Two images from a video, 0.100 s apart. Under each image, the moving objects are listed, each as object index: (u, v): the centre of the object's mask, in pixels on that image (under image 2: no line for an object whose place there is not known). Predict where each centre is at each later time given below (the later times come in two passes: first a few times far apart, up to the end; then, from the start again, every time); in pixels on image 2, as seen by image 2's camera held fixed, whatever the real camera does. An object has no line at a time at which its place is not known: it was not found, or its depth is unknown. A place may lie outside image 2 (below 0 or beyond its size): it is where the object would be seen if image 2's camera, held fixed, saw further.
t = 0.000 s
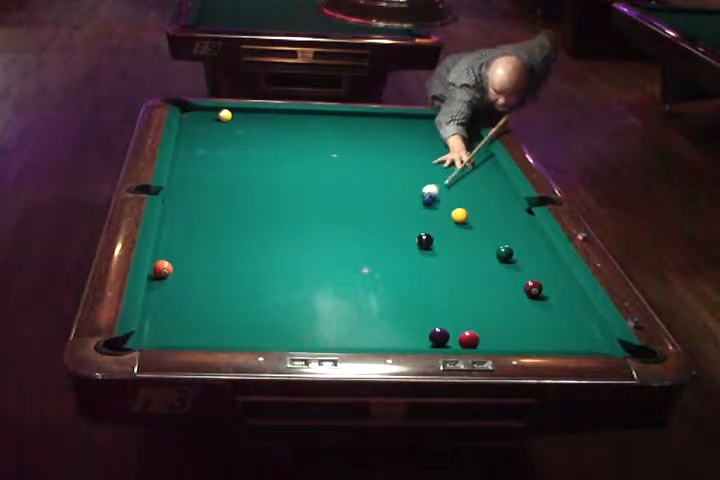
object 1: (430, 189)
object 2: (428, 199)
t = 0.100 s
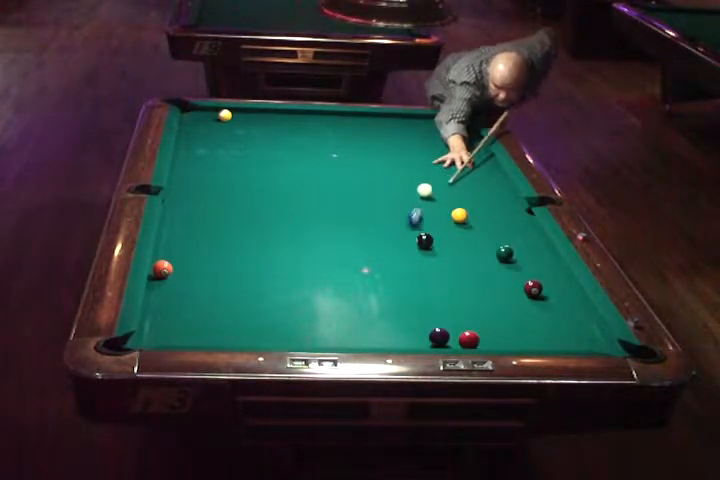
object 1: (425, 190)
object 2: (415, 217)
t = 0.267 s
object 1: (419, 187)
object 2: (393, 249)
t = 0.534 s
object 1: (411, 181)
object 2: (355, 306)
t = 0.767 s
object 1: (405, 178)
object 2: (313, 333)
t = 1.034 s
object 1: (398, 174)
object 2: (270, 292)
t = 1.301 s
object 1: (393, 170)
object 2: (234, 257)
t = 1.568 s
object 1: (388, 167)
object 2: (203, 228)
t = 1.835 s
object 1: (384, 165)
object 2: (177, 202)
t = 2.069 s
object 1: (382, 163)
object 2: (174, 196)
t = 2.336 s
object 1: (379, 161)
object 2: (194, 207)
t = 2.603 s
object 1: (376, 160)
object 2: (213, 217)
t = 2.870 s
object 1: (375, 159)
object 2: (232, 227)
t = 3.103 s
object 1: (374, 159)
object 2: (248, 235)
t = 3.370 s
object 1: (374, 159)
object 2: (268, 245)
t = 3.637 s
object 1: (374, 158)
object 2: (286, 255)
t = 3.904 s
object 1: (374, 158)
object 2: (304, 264)
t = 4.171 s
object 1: (374, 158)
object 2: (321, 272)
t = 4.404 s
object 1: (374, 158)
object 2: (335, 280)
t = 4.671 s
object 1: (373, 158)
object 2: (350, 287)
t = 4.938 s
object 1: (373, 158)
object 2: (365, 295)
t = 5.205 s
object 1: (373, 158)
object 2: (379, 302)
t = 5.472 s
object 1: (373, 158)
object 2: (391, 308)
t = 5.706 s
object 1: (374, 158)
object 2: (401, 313)
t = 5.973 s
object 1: (373, 158)
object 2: (412, 317)
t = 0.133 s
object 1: (423, 189)
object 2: (409, 224)
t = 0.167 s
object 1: (422, 189)
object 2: (406, 231)
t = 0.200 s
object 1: (421, 188)
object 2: (401, 237)
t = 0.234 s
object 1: (420, 187)
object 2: (397, 242)
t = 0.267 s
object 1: (419, 187)
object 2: (393, 249)
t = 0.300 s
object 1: (418, 186)
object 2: (389, 255)
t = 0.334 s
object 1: (417, 185)
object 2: (384, 262)
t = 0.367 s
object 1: (416, 185)
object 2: (380, 269)
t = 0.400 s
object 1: (415, 184)
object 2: (375, 276)
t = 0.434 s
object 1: (414, 184)
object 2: (370, 282)
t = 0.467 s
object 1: (413, 183)
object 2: (365, 289)
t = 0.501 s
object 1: (412, 182)
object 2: (360, 298)
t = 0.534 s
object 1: (411, 181)
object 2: (355, 306)
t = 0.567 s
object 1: (410, 181)
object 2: (349, 314)
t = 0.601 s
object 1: (409, 180)
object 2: (343, 323)
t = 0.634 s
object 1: (408, 180)
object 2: (338, 332)
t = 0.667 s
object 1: (407, 179)
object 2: (332, 337)
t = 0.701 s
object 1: (406, 179)
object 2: (325, 340)
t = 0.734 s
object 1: (406, 178)
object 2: (319, 338)
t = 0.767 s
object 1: (405, 178)
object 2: (313, 333)
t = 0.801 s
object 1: (404, 177)
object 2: (307, 328)
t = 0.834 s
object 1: (403, 176)
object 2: (301, 323)
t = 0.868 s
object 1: (402, 176)
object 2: (296, 317)
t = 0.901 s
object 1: (401, 175)
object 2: (291, 312)
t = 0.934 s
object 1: (400, 175)
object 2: (285, 307)
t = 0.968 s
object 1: (400, 174)
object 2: (280, 302)
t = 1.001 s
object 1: (399, 174)
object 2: (275, 297)
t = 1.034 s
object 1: (398, 174)
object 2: (270, 292)
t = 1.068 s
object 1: (398, 173)
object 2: (265, 288)
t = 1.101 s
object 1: (397, 173)
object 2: (261, 283)
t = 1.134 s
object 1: (396, 172)
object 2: (256, 279)
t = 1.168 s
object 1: (395, 172)
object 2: (252, 274)
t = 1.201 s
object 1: (395, 171)
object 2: (247, 270)
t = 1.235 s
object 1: (394, 171)
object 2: (243, 266)
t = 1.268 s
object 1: (393, 170)
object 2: (238, 262)
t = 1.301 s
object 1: (393, 170)
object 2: (234, 257)
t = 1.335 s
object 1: (392, 170)
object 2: (230, 254)
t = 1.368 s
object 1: (392, 169)
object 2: (226, 249)
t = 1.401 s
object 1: (391, 169)
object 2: (223, 246)
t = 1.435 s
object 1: (391, 168)
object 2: (218, 243)
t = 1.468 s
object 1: (390, 168)
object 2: (214, 238)
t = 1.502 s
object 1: (389, 168)
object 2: (210, 234)
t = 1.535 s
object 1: (389, 167)
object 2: (207, 231)
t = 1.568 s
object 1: (388, 167)
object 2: (203, 228)
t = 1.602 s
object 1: (388, 167)
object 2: (200, 224)
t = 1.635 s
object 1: (387, 166)
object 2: (196, 221)
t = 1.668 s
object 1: (387, 166)
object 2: (193, 218)
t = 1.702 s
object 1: (386, 166)
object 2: (190, 215)
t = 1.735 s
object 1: (385, 165)
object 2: (186, 212)
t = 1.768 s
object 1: (385, 165)
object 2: (183, 208)
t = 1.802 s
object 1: (385, 165)
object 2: (180, 206)
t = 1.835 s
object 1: (384, 165)
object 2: (177, 202)
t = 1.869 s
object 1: (384, 164)
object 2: (174, 199)
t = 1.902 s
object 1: (383, 164)
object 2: (170, 197)
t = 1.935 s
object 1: (383, 164)
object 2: (167, 192)
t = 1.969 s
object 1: (383, 163)
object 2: (167, 191)
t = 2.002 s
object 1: (382, 163)
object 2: (169, 192)
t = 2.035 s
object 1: (382, 163)
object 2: (171, 194)
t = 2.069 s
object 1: (382, 163)
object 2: (174, 196)
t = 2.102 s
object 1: (381, 162)
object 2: (177, 198)
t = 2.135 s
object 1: (381, 162)
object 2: (179, 199)
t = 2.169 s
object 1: (380, 162)
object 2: (182, 200)
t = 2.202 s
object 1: (380, 162)
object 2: (184, 201)
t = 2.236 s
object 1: (379, 161)
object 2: (186, 203)
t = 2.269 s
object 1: (379, 161)
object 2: (189, 204)
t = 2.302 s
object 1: (379, 161)
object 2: (192, 205)
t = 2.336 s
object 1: (379, 161)
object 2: (194, 207)
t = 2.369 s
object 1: (378, 161)
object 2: (196, 208)
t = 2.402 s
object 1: (378, 160)
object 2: (198, 209)
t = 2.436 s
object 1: (377, 160)
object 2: (201, 210)
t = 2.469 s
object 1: (377, 160)
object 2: (204, 212)
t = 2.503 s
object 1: (377, 160)
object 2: (206, 213)
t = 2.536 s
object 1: (376, 160)
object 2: (208, 215)
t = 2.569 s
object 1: (376, 160)
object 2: (210, 216)
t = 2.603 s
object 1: (376, 160)
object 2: (213, 217)
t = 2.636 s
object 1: (376, 159)
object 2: (216, 218)
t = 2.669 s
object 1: (376, 160)
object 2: (218, 219)
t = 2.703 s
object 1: (376, 159)
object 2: (219, 221)
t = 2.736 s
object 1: (375, 159)
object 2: (223, 222)
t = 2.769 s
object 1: (375, 159)
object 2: (224, 223)
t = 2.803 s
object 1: (375, 159)
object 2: (227, 224)
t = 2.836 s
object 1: (375, 159)
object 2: (230, 226)
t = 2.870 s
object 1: (375, 159)
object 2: (232, 227)
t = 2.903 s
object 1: (375, 159)
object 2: (234, 228)
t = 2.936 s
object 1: (374, 159)
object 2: (237, 229)
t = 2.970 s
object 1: (374, 159)
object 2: (239, 231)
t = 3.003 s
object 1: (374, 159)
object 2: (241, 232)
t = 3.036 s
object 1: (374, 159)
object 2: (244, 233)
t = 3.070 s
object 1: (374, 159)
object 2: (247, 234)
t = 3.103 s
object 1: (374, 159)
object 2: (248, 235)
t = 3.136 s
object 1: (374, 159)
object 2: (250, 237)
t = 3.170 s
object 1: (374, 159)
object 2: (253, 238)
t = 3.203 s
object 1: (374, 159)
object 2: (255, 239)
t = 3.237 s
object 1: (374, 159)
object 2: (258, 240)
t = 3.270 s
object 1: (374, 159)
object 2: (261, 241)
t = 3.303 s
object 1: (374, 159)
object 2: (263, 243)
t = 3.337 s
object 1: (374, 159)
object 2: (265, 244)
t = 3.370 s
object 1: (374, 159)
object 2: (268, 245)
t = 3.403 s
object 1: (374, 159)
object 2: (270, 246)
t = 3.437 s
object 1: (374, 158)
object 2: (272, 247)
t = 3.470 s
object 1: (374, 158)
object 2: (274, 248)
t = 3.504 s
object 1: (374, 158)
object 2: (277, 250)
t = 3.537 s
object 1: (374, 158)
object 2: (279, 251)
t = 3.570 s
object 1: (374, 159)
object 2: (281, 252)
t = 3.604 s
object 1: (374, 158)
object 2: (284, 254)
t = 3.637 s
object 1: (374, 158)
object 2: (286, 255)
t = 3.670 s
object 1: (374, 158)
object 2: (288, 256)
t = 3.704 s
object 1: (374, 158)
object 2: (290, 256)
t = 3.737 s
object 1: (374, 158)
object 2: (293, 258)
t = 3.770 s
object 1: (374, 158)
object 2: (295, 259)
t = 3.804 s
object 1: (374, 158)
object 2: (297, 261)
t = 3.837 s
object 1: (374, 158)
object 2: (299, 262)
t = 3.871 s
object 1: (374, 158)
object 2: (301, 262)
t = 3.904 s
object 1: (374, 158)
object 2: (304, 264)
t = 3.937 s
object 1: (374, 158)
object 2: (306, 265)
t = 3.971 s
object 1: (374, 158)
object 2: (308, 266)
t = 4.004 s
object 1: (374, 158)
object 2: (310, 267)
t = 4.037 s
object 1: (374, 158)
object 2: (312, 268)
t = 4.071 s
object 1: (374, 158)
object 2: (314, 270)
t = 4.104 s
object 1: (374, 158)
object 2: (317, 271)
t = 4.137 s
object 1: (374, 158)
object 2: (319, 271)
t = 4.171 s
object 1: (374, 158)
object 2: (321, 272)
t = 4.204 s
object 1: (374, 158)
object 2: (323, 273)
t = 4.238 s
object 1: (374, 158)
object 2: (325, 274)
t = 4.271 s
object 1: (373, 158)
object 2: (327, 275)
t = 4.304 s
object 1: (373, 158)
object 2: (329, 276)
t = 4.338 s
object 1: (373, 158)
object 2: (331, 278)
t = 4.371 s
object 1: (374, 158)
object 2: (333, 279)
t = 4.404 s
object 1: (374, 158)
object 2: (335, 280)
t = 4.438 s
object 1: (373, 158)
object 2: (337, 281)
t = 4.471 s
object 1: (373, 158)
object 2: (339, 282)
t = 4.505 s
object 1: (374, 158)
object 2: (341, 282)
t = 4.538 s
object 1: (374, 158)
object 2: (343, 283)
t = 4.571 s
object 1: (374, 158)
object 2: (345, 285)
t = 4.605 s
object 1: (374, 158)
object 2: (347, 285)
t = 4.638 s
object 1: (374, 158)
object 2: (349, 286)
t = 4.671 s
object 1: (373, 158)
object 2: (350, 287)
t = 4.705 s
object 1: (373, 158)
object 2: (352, 289)
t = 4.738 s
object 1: (373, 158)
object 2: (354, 290)
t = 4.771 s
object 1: (373, 158)
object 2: (356, 290)
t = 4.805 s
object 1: (373, 158)
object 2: (358, 291)
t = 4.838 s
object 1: (373, 158)
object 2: (359, 292)
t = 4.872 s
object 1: (373, 158)
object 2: (361, 293)
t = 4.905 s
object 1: (373, 158)
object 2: (363, 294)
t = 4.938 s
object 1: (373, 158)
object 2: (365, 295)
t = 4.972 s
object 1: (373, 158)
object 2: (367, 296)
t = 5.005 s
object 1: (373, 158)
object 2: (369, 297)
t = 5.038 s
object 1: (373, 158)
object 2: (370, 298)
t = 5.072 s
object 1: (373, 158)
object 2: (372, 299)
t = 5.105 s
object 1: (373, 158)
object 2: (374, 300)
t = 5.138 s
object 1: (373, 158)
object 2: (375, 300)
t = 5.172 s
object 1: (373, 158)
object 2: (377, 301)
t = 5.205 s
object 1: (373, 158)
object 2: (379, 302)
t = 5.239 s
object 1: (373, 158)
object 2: (380, 302)
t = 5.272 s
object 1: (373, 158)
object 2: (382, 303)
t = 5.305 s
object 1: (373, 158)
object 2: (383, 304)
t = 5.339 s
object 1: (373, 158)
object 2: (385, 305)
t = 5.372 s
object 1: (373, 158)
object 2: (387, 305)
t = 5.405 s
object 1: (373, 158)
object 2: (388, 306)
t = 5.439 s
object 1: (373, 158)
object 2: (390, 307)
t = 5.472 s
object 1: (373, 158)
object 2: (391, 308)
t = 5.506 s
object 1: (373, 158)
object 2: (393, 309)
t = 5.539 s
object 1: (374, 158)
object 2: (394, 309)
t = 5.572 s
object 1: (373, 158)
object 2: (396, 310)
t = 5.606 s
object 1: (373, 158)
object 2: (397, 311)
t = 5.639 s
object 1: (373, 158)
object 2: (399, 311)
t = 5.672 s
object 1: (374, 158)
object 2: (400, 312)
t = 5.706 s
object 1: (374, 158)
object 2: (401, 313)
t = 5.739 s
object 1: (374, 158)
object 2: (403, 313)
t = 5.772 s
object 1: (373, 158)
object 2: (404, 314)
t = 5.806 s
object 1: (373, 158)
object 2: (405, 314)
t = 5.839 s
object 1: (373, 158)
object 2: (406, 315)
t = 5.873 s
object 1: (373, 158)
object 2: (408, 315)
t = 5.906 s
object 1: (374, 158)
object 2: (409, 316)
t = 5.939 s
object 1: (373, 158)
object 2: (411, 317)
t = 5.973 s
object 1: (373, 158)
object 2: (412, 317)
